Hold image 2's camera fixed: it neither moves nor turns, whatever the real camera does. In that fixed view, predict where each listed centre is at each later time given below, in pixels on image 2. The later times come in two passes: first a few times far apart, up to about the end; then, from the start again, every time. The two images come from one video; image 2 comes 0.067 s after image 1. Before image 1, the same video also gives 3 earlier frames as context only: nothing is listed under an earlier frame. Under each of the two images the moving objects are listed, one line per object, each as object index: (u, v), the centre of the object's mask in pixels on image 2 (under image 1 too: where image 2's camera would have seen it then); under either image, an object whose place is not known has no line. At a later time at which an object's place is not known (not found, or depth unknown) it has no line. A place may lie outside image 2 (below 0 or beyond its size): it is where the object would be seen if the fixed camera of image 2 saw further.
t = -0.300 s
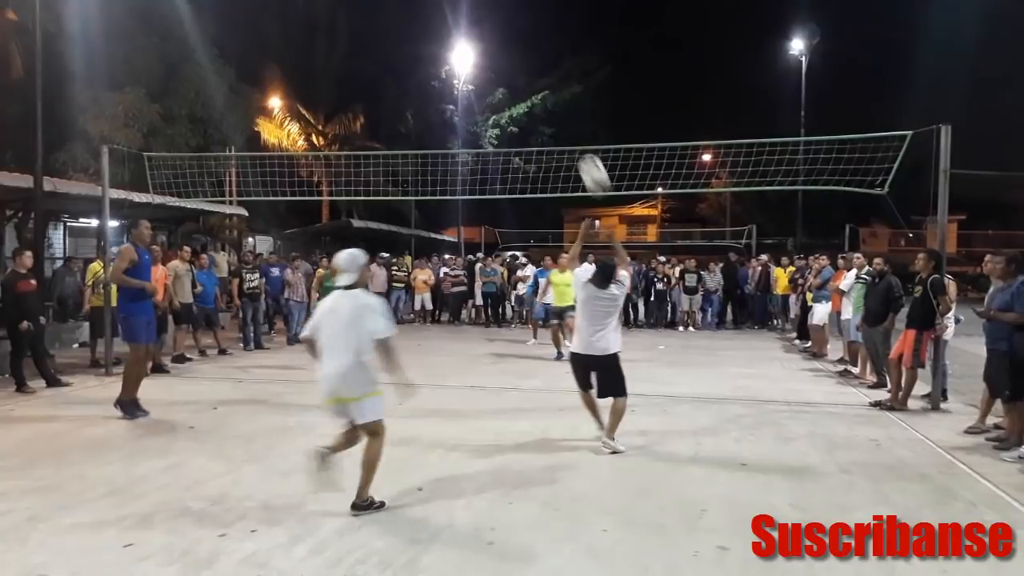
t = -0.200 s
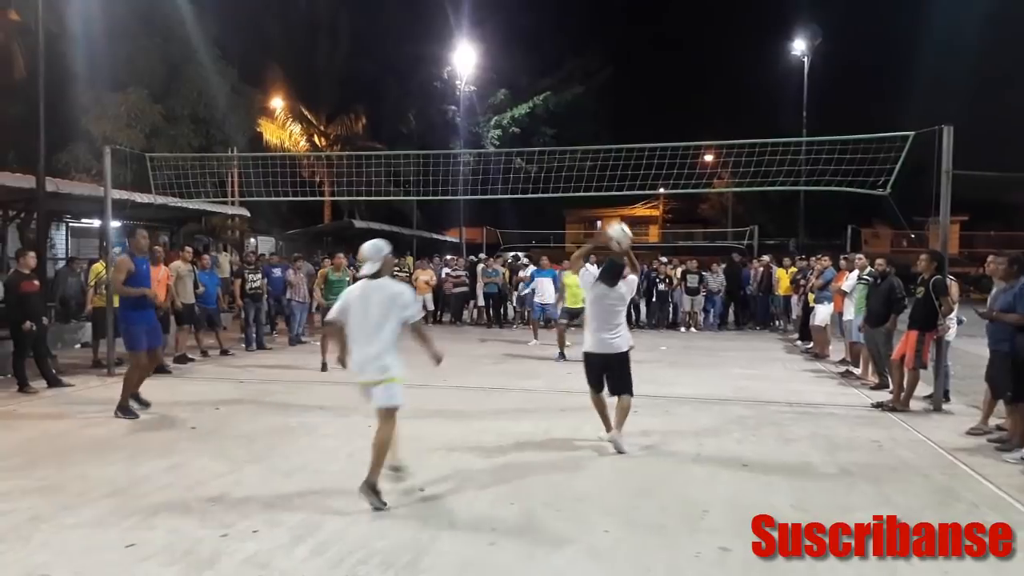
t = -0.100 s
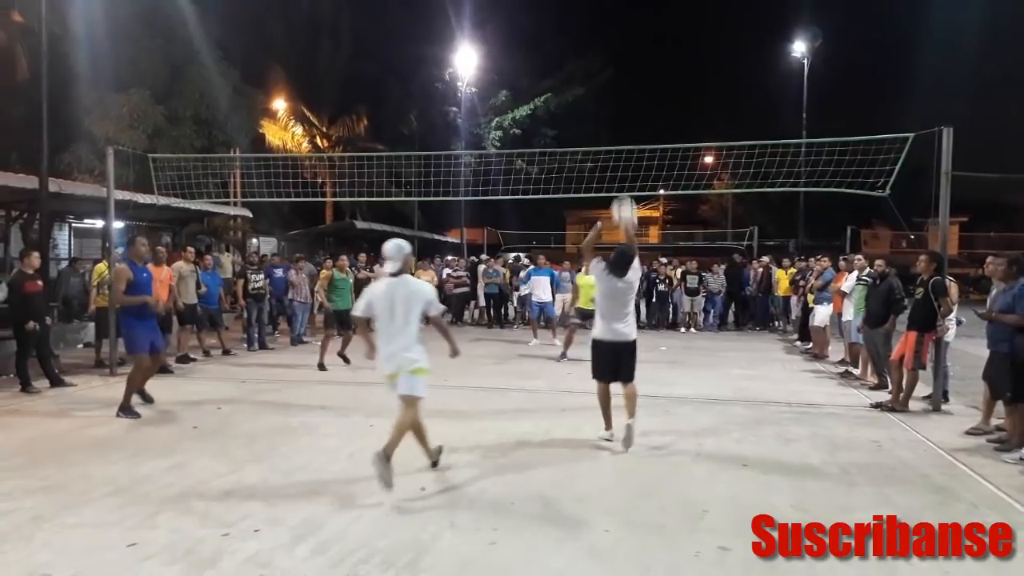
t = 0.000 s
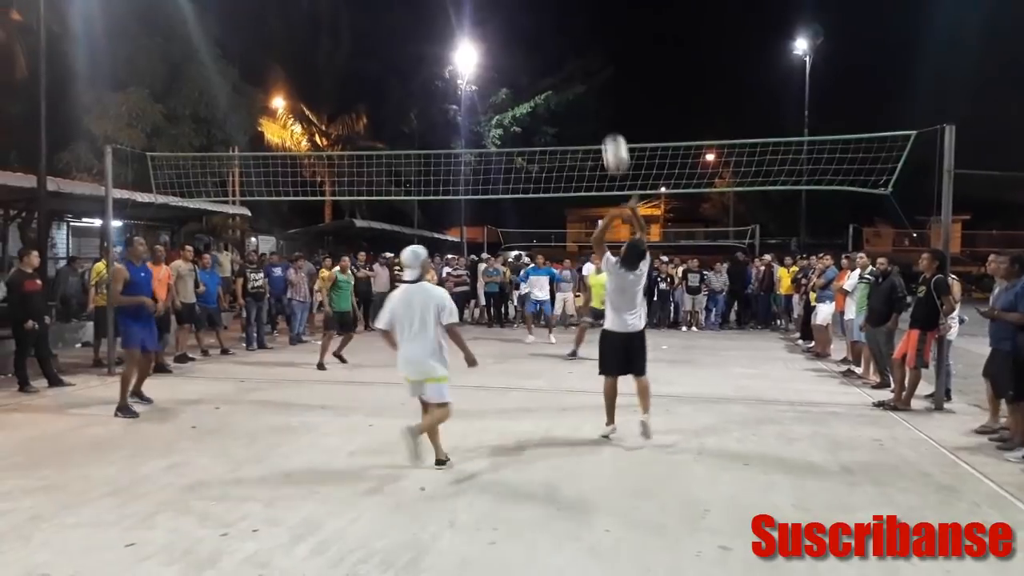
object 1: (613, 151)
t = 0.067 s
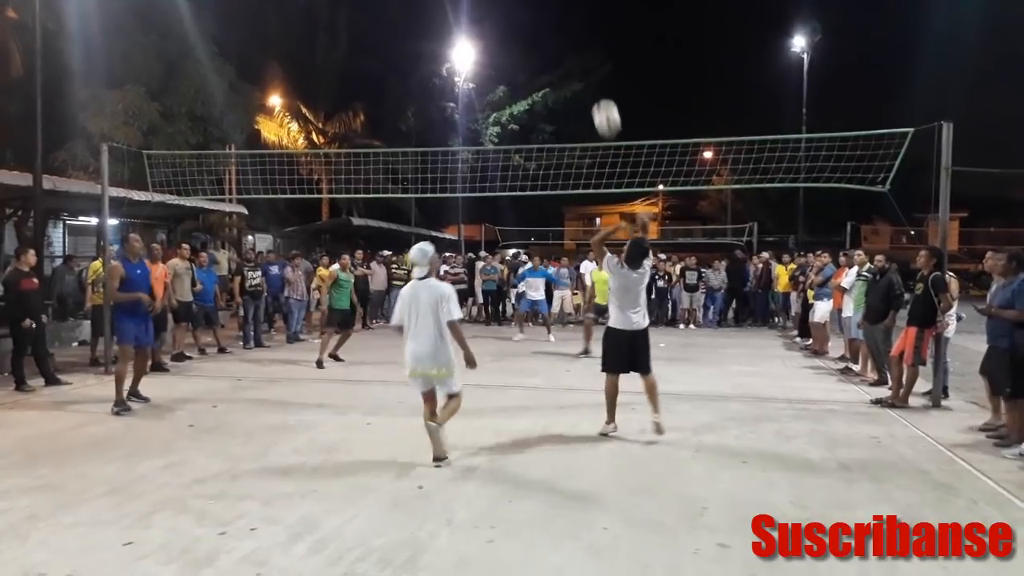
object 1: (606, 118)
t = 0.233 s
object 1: (589, 57)
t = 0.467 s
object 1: (566, 24)
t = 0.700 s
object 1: (543, 55)
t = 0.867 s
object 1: (528, 109)
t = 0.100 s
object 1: (603, 103)
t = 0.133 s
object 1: (599, 90)
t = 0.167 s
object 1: (596, 77)
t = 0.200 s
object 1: (592, 66)
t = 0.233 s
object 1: (589, 57)
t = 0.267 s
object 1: (586, 48)
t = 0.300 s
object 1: (582, 41)
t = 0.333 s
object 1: (579, 35)
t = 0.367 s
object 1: (575, 31)
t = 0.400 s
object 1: (572, 28)
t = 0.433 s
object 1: (569, 26)
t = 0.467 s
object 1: (566, 24)
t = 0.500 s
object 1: (562, 26)
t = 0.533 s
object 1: (559, 28)
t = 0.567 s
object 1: (556, 31)
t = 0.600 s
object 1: (553, 35)
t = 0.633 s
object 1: (549, 40)
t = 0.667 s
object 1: (546, 47)
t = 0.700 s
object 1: (543, 55)
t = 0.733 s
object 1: (540, 63)
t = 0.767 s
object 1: (537, 73)
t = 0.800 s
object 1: (534, 85)
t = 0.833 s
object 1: (531, 97)
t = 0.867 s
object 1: (528, 109)
